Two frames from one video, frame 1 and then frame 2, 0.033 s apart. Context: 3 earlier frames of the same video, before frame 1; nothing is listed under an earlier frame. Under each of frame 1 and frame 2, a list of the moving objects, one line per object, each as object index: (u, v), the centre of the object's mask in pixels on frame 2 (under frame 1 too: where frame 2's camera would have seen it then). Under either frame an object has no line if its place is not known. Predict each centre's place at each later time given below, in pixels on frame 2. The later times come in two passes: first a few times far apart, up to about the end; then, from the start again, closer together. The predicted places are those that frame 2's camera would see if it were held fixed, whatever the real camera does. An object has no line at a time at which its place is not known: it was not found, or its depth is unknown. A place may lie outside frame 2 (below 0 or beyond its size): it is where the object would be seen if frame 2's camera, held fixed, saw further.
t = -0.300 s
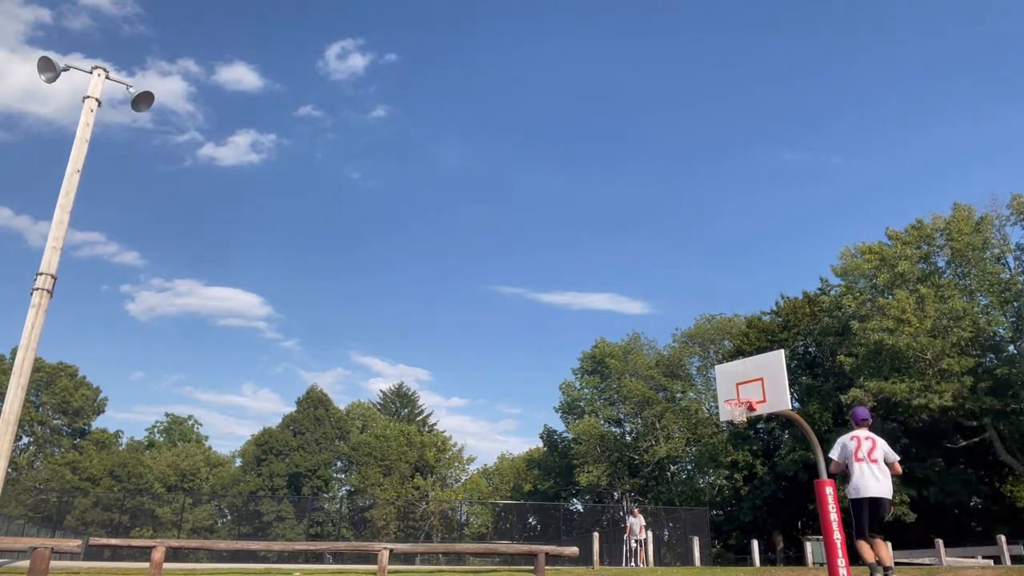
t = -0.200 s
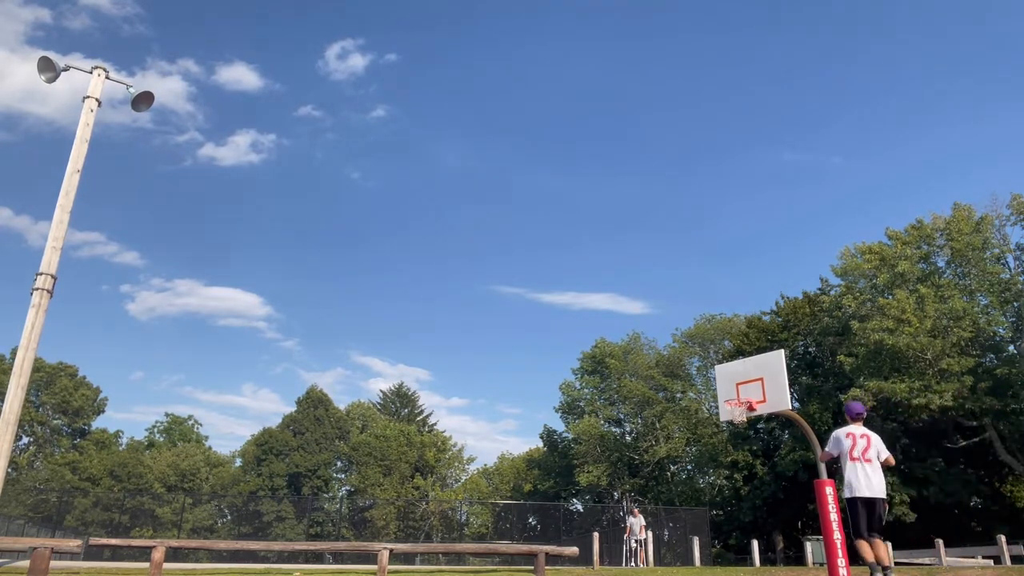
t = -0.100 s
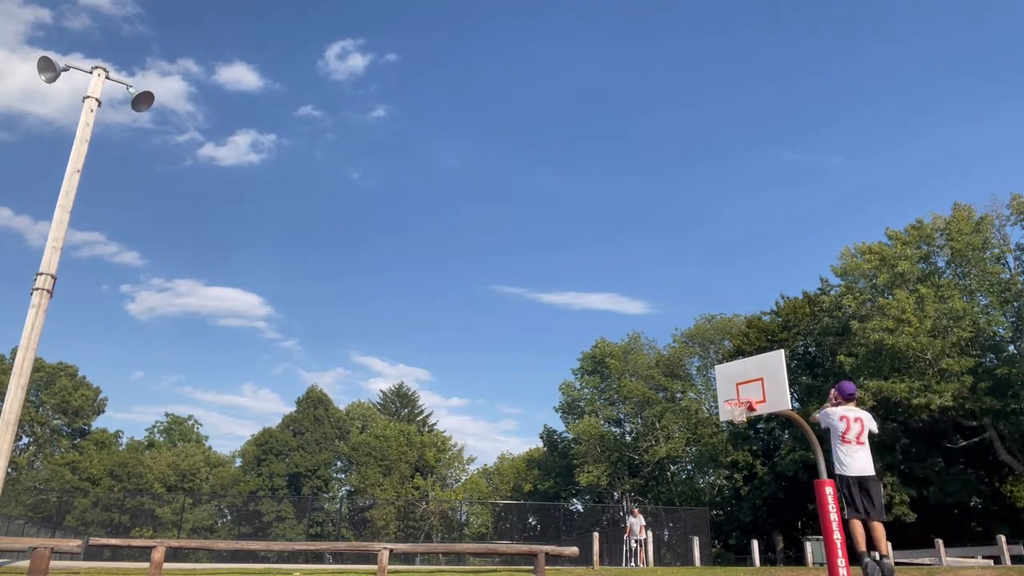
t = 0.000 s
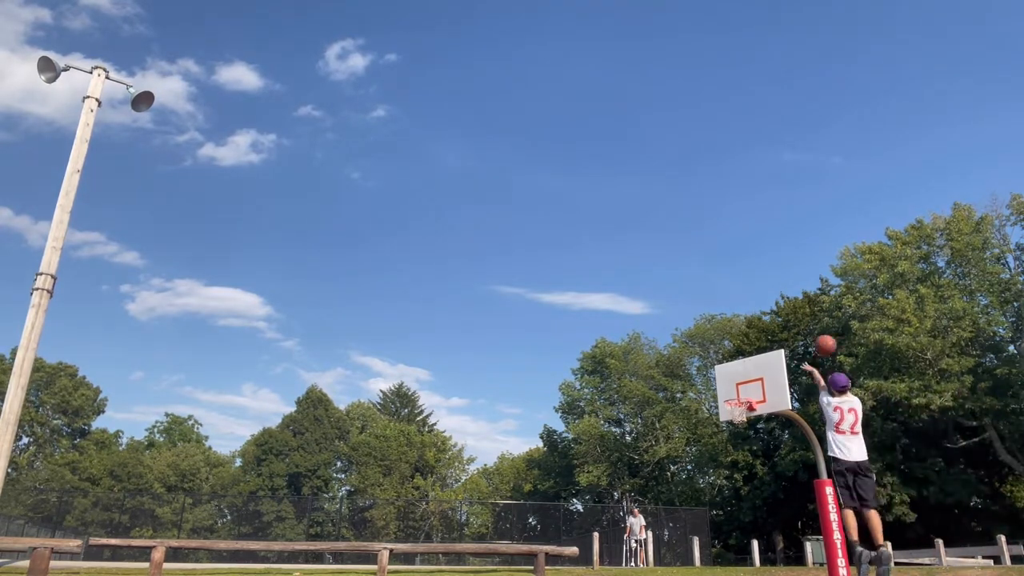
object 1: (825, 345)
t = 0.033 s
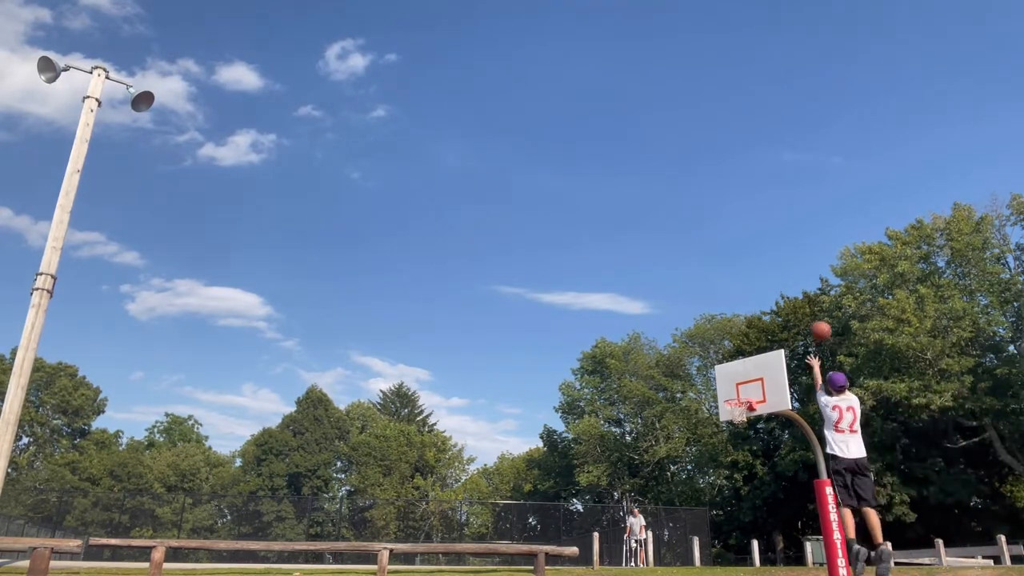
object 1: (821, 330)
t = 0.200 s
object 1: (801, 284)
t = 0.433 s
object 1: (784, 263)
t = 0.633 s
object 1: (775, 274)
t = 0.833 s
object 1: (770, 305)
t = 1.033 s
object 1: (768, 354)
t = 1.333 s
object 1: (771, 458)
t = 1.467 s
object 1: (775, 516)
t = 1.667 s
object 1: (774, 554)
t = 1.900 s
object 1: (761, 499)
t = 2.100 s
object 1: (754, 477)
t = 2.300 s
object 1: (749, 476)
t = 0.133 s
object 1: (808, 298)
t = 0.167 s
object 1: (804, 290)
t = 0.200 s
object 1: (801, 284)
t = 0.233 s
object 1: (798, 278)
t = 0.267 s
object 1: (795, 273)
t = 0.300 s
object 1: (792, 270)
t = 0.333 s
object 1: (790, 267)
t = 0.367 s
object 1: (788, 264)
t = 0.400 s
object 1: (786, 264)
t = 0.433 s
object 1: (784, 263)
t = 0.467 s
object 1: (782, 263)
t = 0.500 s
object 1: (781, 264)
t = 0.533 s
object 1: (779, 265)
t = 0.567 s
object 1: (778, 268)
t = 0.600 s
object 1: (776, 270)
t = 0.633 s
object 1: (775, 274)
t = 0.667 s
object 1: (774, 278)
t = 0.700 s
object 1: (773, 282)
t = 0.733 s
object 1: (772, 287)
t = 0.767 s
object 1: (771, 293)
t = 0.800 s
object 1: (771, 299)
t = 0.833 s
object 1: (770, 305)
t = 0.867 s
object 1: (770, 313)
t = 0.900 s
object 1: (770, 320)
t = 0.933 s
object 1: (770, 327)
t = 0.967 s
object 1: (769, 336)
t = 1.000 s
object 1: (769, 345)
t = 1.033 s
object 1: (768, 354)
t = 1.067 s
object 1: (768, 364)
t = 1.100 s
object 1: (768, 374)
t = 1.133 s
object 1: (769, 385)
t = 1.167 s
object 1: (769, 396)
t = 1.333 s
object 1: (771, 458)
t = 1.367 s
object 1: (772, 471)
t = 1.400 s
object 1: (773, 486)
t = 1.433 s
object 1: (774, 500)
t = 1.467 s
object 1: (775, 516)
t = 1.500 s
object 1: (776, 531)
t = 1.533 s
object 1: (777, 547)
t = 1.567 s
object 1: (778, 564)
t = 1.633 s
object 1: (776, 565)
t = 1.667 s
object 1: (774, 554)
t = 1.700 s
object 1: (772, 544)
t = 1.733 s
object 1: (770, 535)
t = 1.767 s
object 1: (768, 526)
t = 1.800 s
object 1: (766, 518)
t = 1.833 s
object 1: (764, 511)
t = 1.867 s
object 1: (763, 505)
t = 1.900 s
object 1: (761, 499)
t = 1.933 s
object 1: (760, 493)
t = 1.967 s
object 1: (759, 489)
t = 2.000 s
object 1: (757, 485)
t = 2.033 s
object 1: (756, 482)
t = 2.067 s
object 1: (755, 479)
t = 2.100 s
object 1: (754, 477)
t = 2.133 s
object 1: (753, 476)
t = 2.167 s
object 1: (752, 475)
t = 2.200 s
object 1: (751, 474)
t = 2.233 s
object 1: (751, 474)
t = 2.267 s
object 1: (750, 475)
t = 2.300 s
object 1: (749, 476)
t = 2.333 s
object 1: (748, 478)
